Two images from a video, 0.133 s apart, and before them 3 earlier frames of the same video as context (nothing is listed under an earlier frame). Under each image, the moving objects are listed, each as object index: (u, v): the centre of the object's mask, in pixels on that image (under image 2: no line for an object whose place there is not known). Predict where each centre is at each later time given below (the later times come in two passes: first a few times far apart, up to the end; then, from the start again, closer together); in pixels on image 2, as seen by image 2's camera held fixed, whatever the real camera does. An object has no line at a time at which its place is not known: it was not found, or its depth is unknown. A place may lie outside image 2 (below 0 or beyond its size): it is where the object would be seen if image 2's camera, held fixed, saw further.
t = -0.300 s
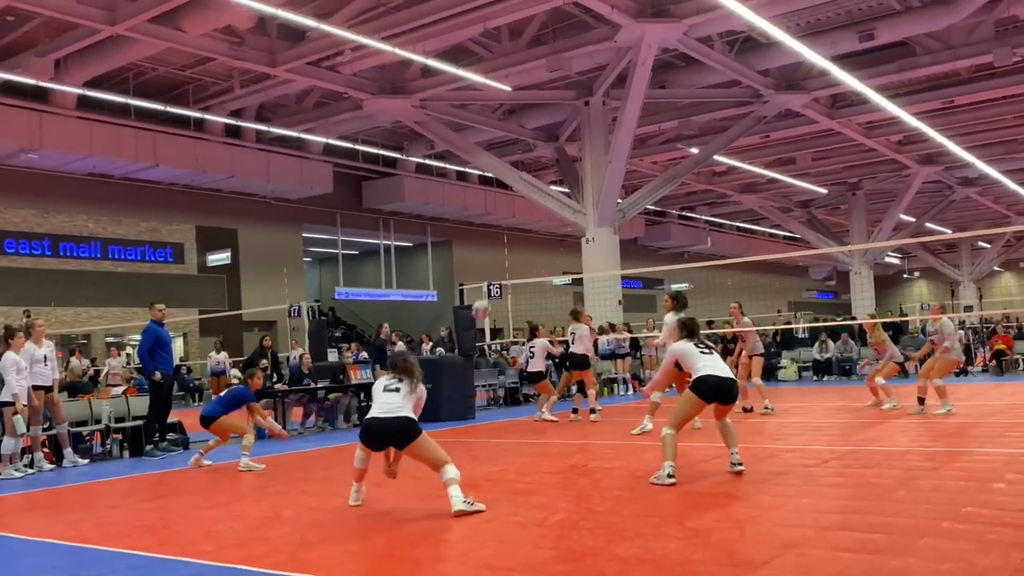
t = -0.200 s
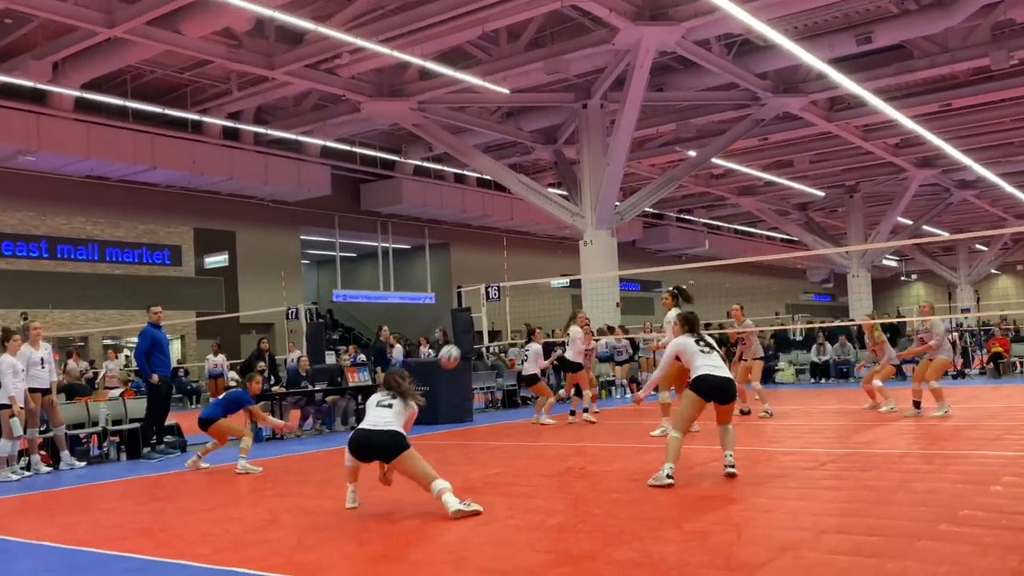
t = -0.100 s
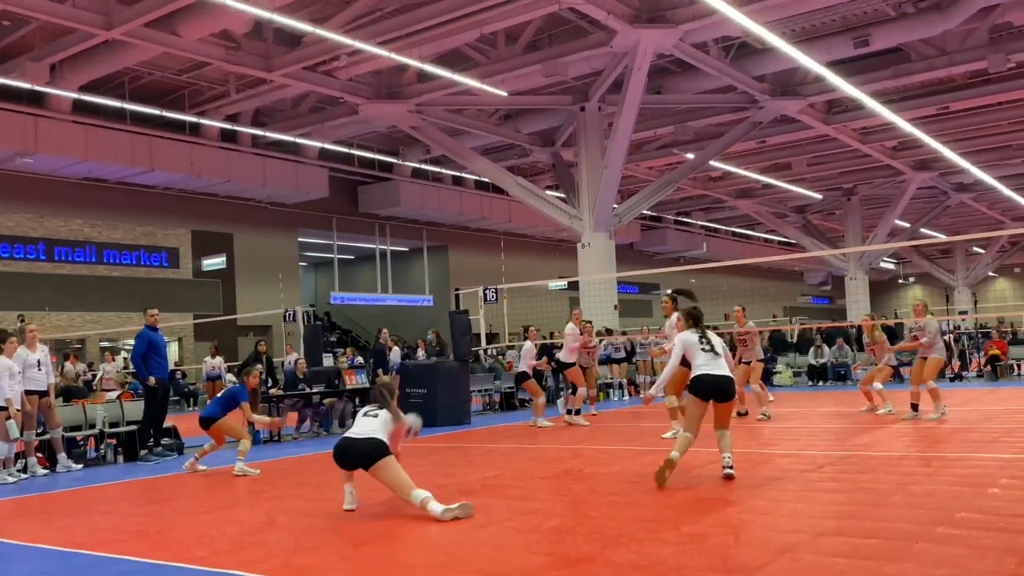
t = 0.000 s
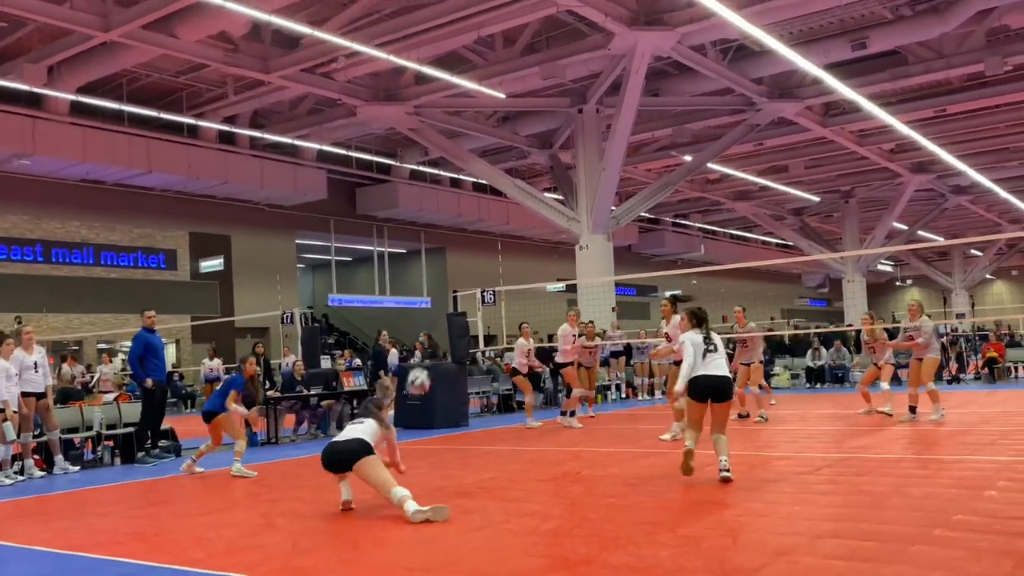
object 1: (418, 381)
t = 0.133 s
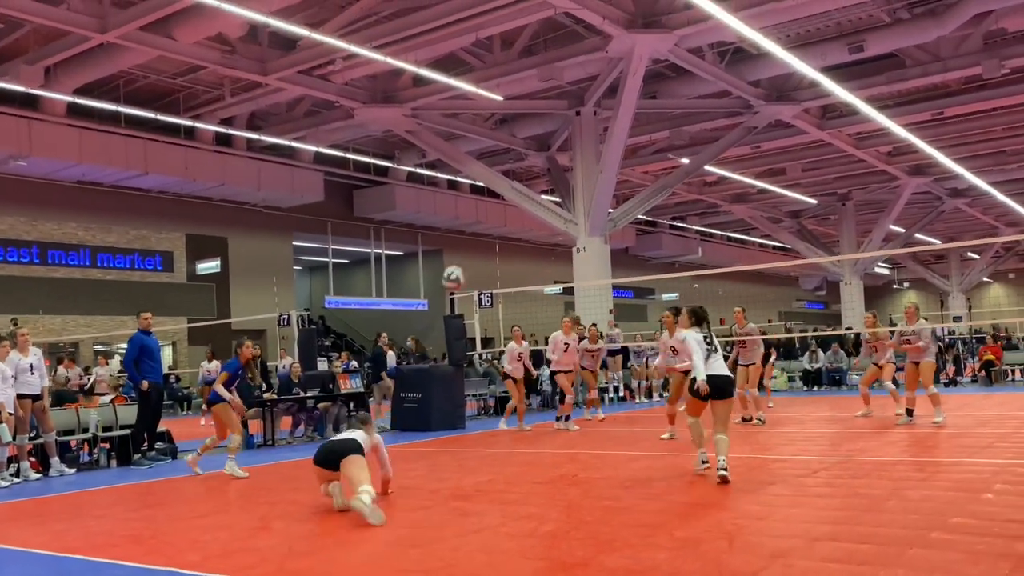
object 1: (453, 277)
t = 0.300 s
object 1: (495, 186)
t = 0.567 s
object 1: (556, 107)
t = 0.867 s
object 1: (618, 102)
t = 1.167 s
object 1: (677, 169)
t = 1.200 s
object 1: (683, 180)
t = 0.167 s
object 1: (462, 256)
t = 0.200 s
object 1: (471, 235)
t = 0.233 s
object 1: (479, 217)
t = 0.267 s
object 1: (487, 200)
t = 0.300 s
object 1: (495, 186)
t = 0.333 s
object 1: (504, 170)
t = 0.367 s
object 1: (512, 158)
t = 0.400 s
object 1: (519, 147)
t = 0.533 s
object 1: (550, 113)
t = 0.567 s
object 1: (556, 107)
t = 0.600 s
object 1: (563, 103)
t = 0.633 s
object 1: (571, 99)
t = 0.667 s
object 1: (578, 96)
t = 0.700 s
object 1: (585, 96)
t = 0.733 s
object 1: (591, 96)
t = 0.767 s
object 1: (598, 96)
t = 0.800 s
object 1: (605, 98)
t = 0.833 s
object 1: (611, 100)
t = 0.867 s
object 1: (618, 102)
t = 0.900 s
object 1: (625, 106)
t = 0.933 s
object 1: (632, 112)
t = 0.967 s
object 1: (638, 118)
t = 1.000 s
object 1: (644, 124)
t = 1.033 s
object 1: (651, 131)
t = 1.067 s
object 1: (658, 141)
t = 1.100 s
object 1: (664, 148)
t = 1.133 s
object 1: (670, 158)
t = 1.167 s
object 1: (677, 169)
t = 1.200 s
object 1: (683, 180)
